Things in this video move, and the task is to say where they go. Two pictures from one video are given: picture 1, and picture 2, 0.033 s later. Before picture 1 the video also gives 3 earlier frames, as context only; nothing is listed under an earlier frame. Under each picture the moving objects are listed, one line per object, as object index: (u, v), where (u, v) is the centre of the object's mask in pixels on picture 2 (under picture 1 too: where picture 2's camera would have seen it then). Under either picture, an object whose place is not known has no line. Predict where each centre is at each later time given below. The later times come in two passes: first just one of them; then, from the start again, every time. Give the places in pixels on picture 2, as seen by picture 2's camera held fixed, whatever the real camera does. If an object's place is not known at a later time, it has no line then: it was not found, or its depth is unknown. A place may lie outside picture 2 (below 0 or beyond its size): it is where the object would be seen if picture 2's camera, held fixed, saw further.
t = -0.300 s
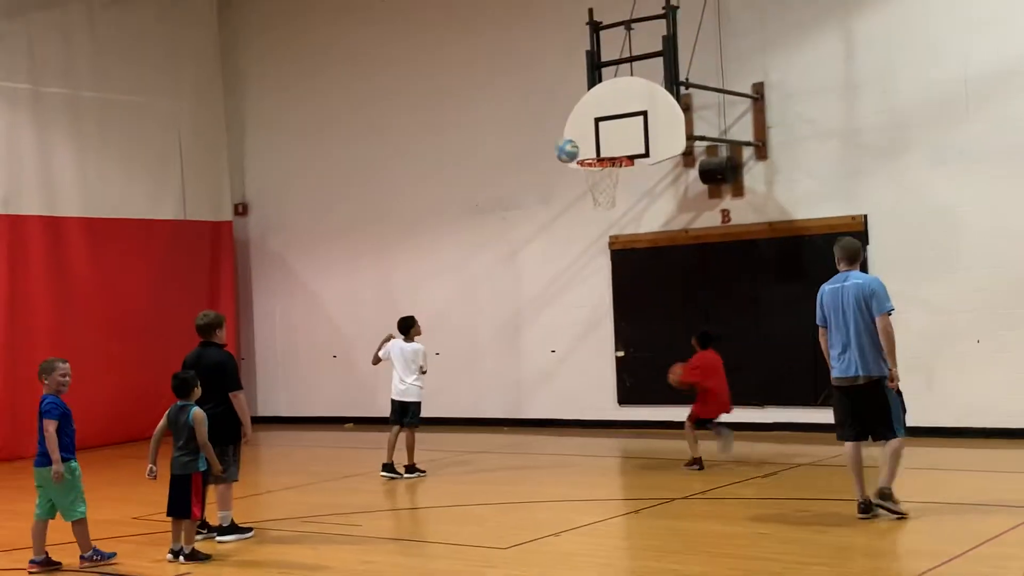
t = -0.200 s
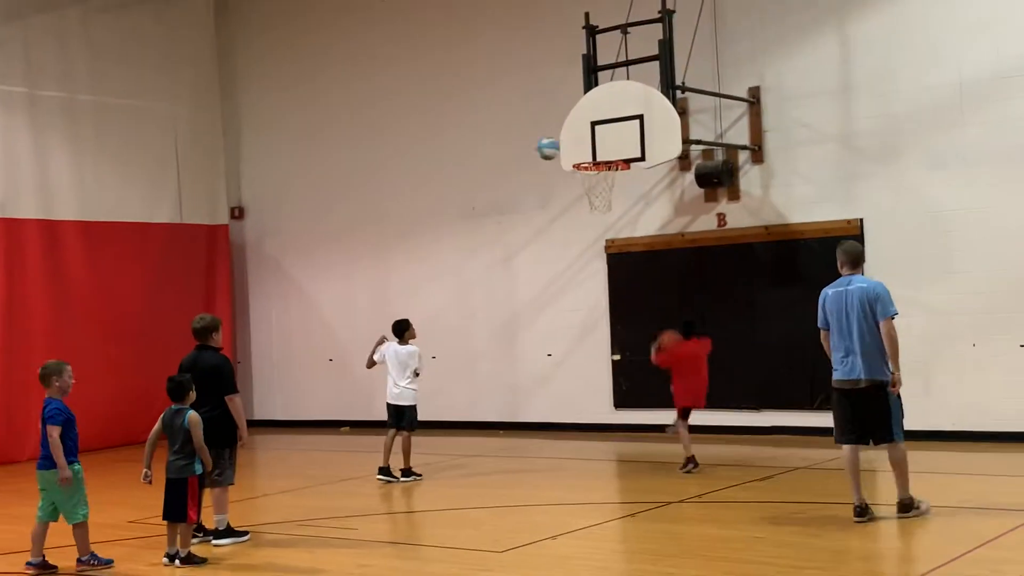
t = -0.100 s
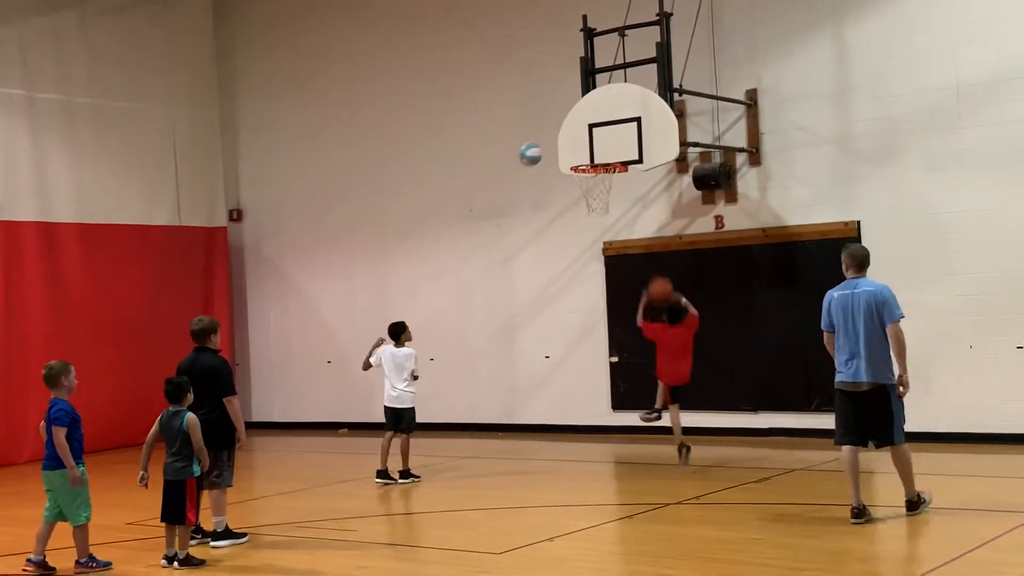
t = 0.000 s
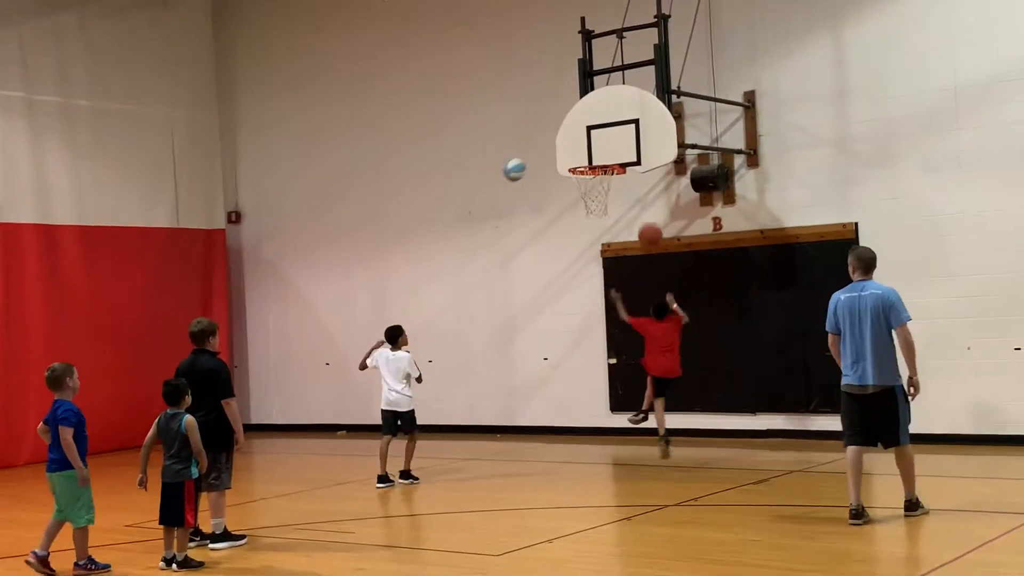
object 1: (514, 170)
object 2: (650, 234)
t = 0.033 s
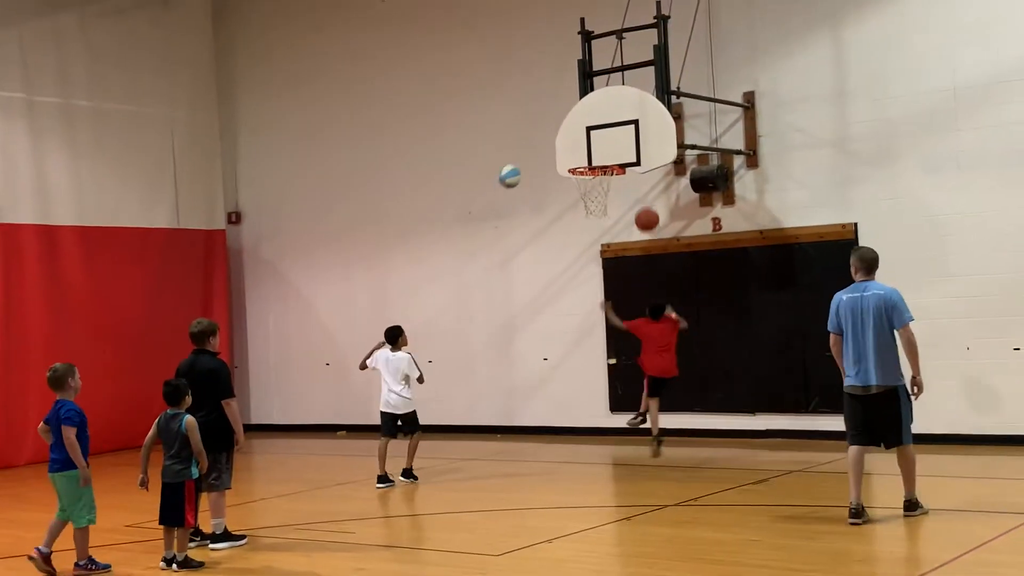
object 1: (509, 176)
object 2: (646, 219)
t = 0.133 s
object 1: (496, 202)
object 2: (639, 179)
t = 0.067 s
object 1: (505, 184)
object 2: (644, 204)
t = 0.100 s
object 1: (500, 192)
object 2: (642, 191)
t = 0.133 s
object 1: (496, 202)
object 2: (639, 179)
